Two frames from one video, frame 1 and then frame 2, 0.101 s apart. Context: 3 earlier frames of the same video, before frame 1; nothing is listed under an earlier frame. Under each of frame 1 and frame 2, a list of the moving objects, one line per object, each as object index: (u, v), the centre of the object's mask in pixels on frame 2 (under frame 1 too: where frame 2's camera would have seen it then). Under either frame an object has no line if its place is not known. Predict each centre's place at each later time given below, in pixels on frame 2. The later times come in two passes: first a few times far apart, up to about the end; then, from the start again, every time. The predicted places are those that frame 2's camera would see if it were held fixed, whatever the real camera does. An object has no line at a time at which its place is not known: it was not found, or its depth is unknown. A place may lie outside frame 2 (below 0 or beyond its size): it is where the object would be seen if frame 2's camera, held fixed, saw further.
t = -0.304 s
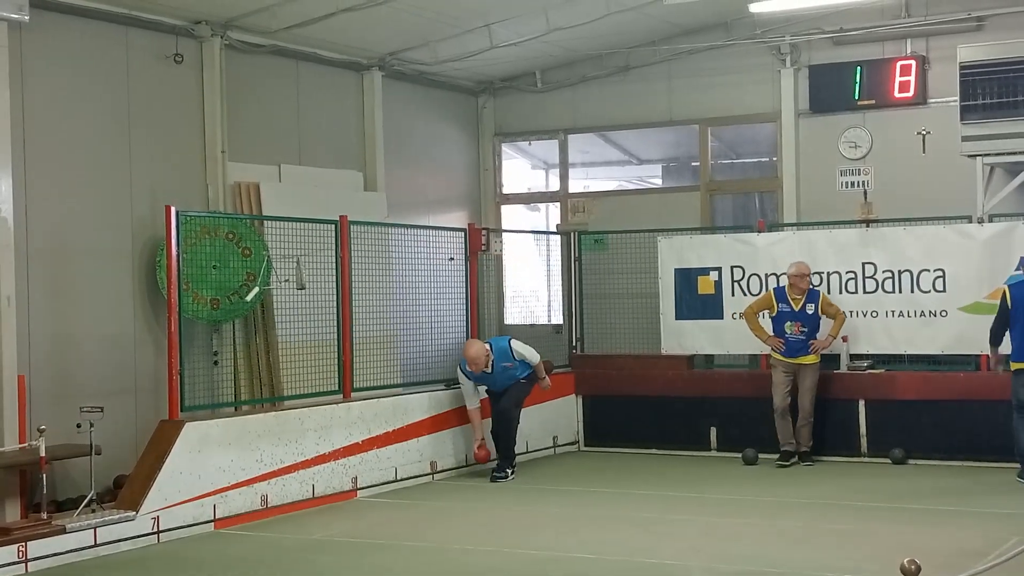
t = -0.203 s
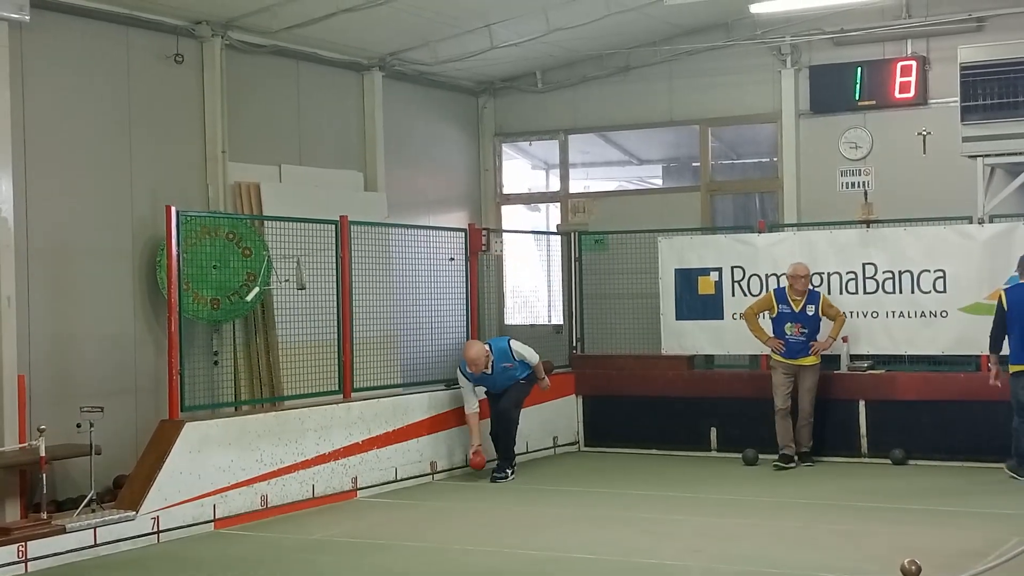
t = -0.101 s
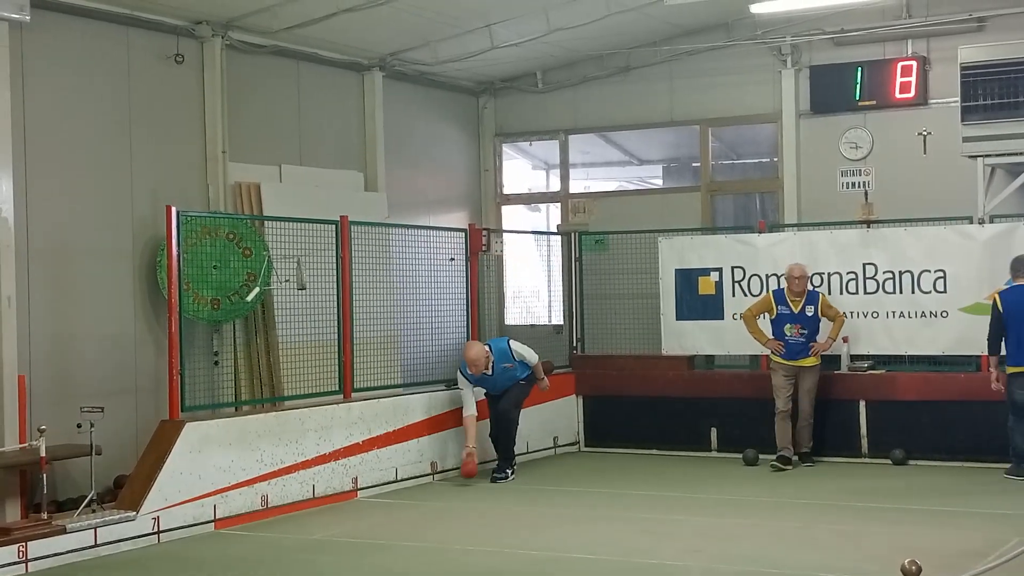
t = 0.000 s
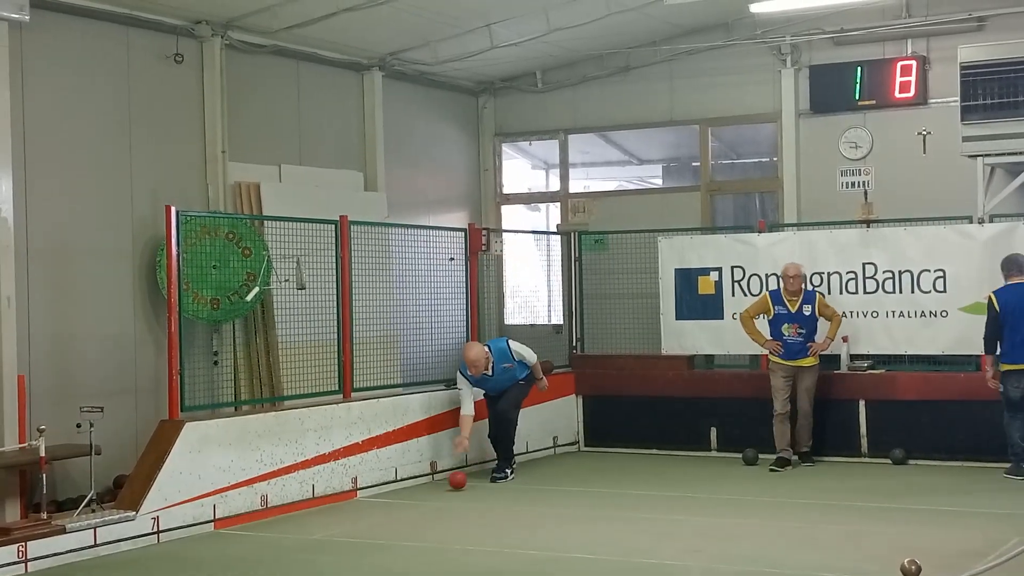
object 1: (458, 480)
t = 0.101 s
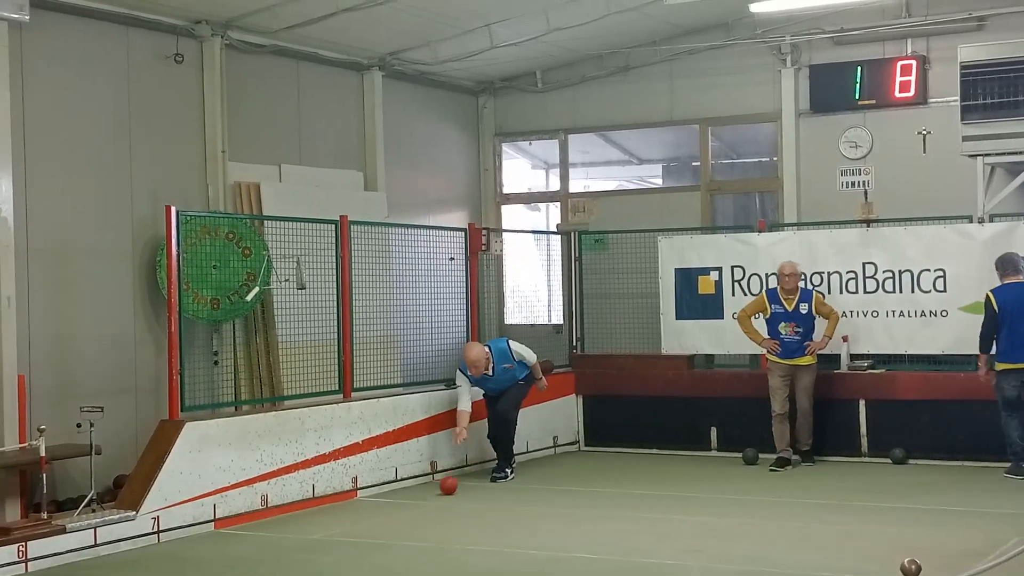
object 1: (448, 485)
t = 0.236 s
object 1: (435, 491)
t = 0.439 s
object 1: (415, 501)
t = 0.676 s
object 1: (389, 512)
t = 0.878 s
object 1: (365, 523)
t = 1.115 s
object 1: (334, 537)
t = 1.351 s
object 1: (300, 553)
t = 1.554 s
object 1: (268, 567)
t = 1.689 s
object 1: (245, 572)
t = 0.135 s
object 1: (445, 487)
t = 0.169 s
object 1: (442, 488)
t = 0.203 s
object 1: (439, 490)
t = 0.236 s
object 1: (435, 491)
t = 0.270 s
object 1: (432, 492)
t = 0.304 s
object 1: (428, 494)
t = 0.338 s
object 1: (425, 496)
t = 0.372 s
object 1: (422, 498)
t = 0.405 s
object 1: (418, 499)
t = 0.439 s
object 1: (415, 501)
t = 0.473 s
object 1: (411, 502)
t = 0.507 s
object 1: (408, 504)
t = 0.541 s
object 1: (404, 506)
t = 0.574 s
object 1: (400, 507)
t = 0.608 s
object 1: (396, 509)
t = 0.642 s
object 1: (393, 511)
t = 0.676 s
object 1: (389, 512)
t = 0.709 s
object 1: (385, 514)
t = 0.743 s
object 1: (381, 516)
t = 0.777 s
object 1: (377, 517)
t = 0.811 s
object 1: (373, 520)
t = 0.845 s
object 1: (369, 521)
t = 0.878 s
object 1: (365, 523)
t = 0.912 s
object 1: (361, 525)
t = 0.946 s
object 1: (356, 527)
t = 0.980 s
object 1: (352, 529)
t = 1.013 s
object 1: (347, 531)
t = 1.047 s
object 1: (343, 533)
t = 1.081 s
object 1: (339, 535)
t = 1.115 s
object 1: (334, 537)
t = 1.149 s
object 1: (329, 539)
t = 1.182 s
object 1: (325, 541)
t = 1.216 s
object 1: (320, 543)
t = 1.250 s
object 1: (315, 546)
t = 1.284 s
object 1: (310, 548)
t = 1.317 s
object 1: (305, 550)
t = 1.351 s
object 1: (300, 553)
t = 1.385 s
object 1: (295, 555)
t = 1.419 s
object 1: (290, 558)
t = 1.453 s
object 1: (284, 560)
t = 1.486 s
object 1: (279, 562)
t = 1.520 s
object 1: (274, 565)
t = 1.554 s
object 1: (268, 567)
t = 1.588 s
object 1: (262, 568)
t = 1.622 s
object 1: (256, 569)
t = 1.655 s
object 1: (251, 571)
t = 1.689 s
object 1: (245, 572)
